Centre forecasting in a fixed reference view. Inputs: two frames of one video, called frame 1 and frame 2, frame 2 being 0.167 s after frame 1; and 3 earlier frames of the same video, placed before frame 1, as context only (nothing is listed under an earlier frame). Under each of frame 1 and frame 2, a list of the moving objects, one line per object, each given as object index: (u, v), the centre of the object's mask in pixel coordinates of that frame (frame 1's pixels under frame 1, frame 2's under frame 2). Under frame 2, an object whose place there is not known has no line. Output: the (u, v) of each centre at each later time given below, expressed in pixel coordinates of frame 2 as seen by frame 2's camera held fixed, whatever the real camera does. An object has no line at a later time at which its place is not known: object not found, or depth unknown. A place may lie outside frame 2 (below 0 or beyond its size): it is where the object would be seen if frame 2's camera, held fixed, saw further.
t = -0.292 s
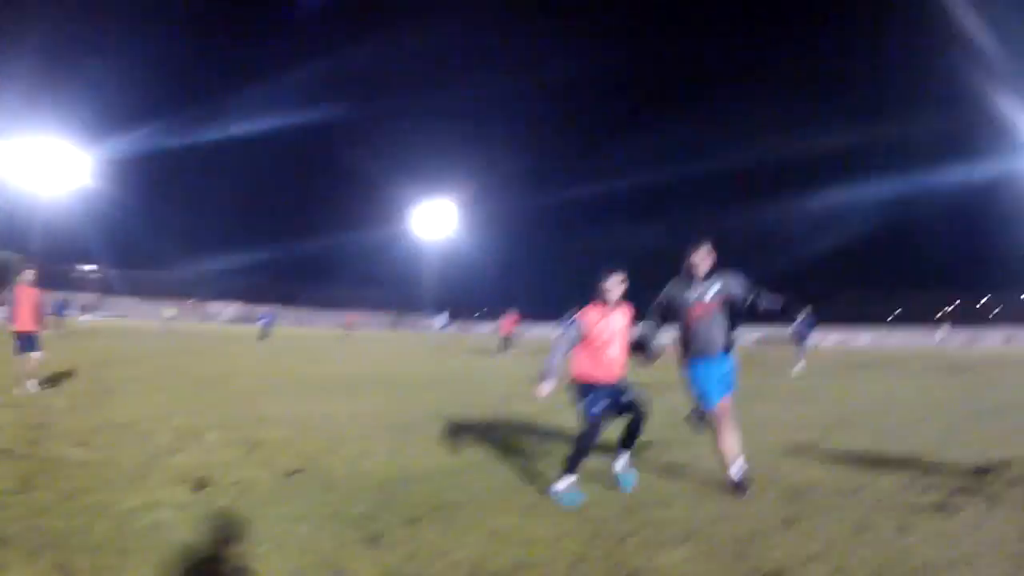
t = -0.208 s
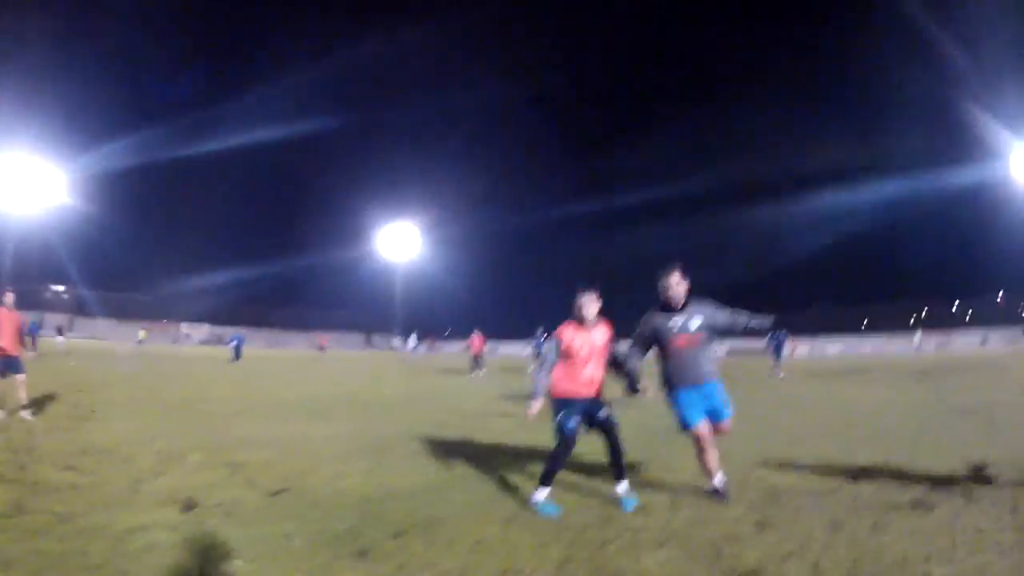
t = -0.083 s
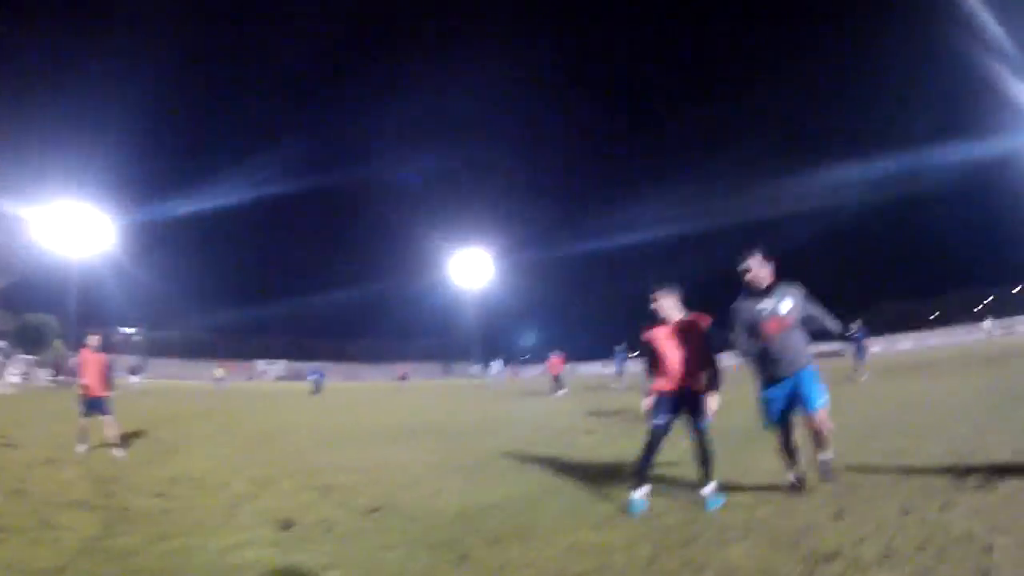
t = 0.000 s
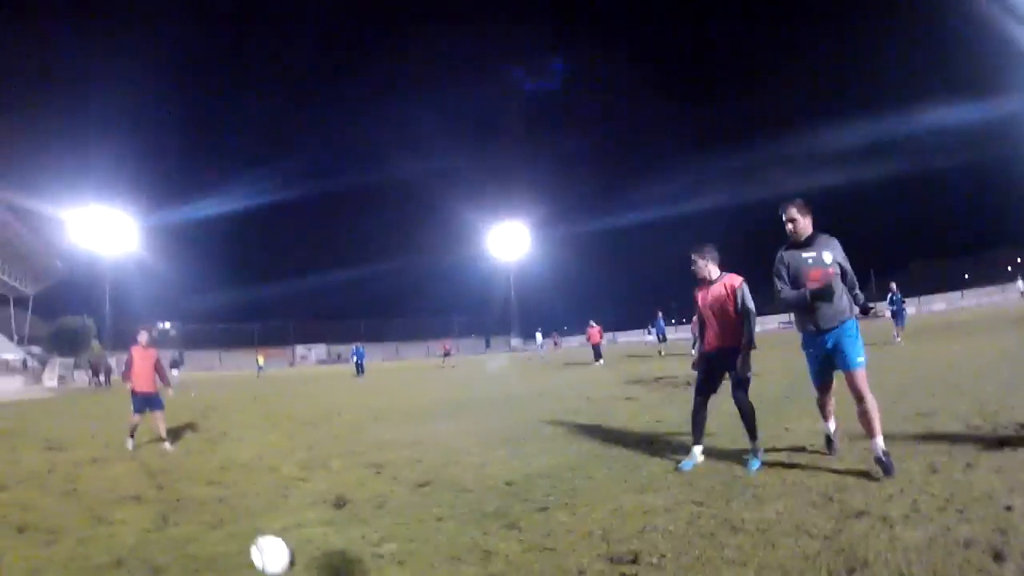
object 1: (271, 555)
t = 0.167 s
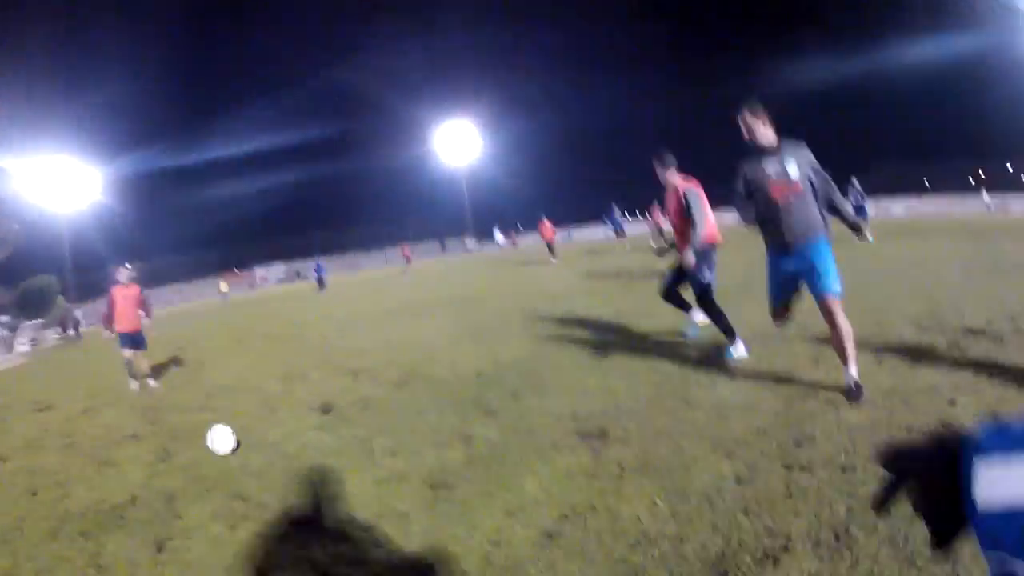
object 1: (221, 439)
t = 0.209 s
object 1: (209, 438)
